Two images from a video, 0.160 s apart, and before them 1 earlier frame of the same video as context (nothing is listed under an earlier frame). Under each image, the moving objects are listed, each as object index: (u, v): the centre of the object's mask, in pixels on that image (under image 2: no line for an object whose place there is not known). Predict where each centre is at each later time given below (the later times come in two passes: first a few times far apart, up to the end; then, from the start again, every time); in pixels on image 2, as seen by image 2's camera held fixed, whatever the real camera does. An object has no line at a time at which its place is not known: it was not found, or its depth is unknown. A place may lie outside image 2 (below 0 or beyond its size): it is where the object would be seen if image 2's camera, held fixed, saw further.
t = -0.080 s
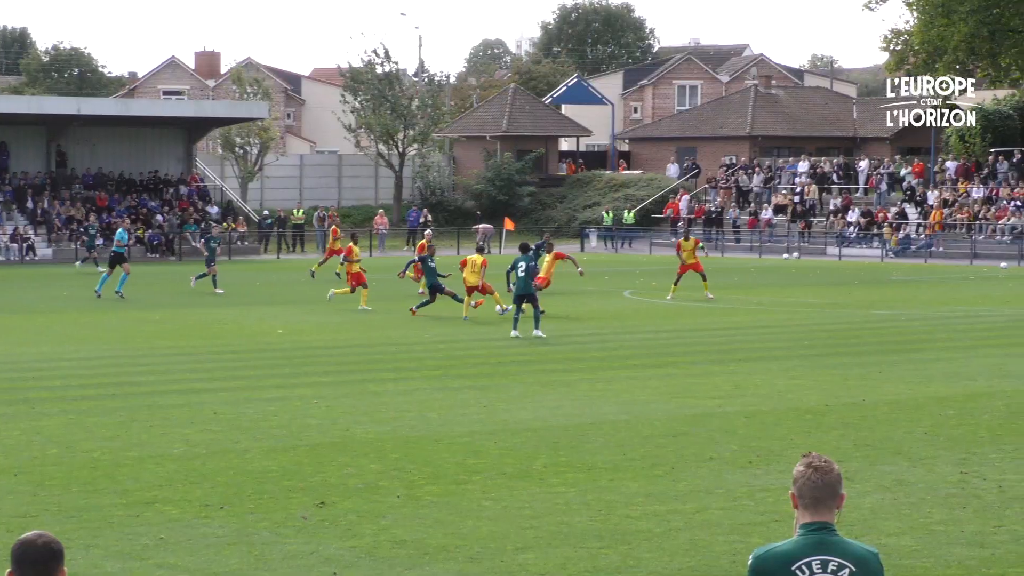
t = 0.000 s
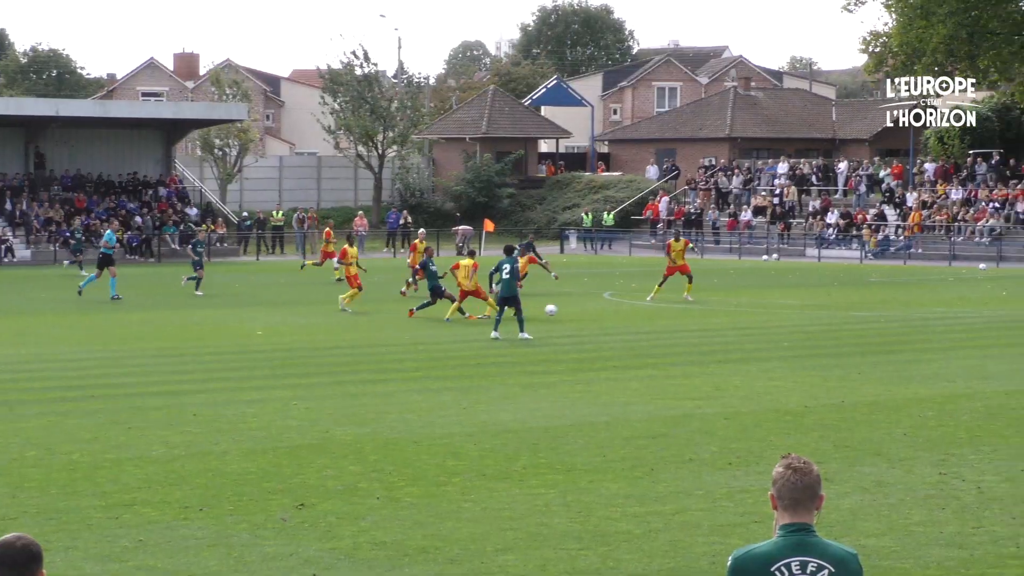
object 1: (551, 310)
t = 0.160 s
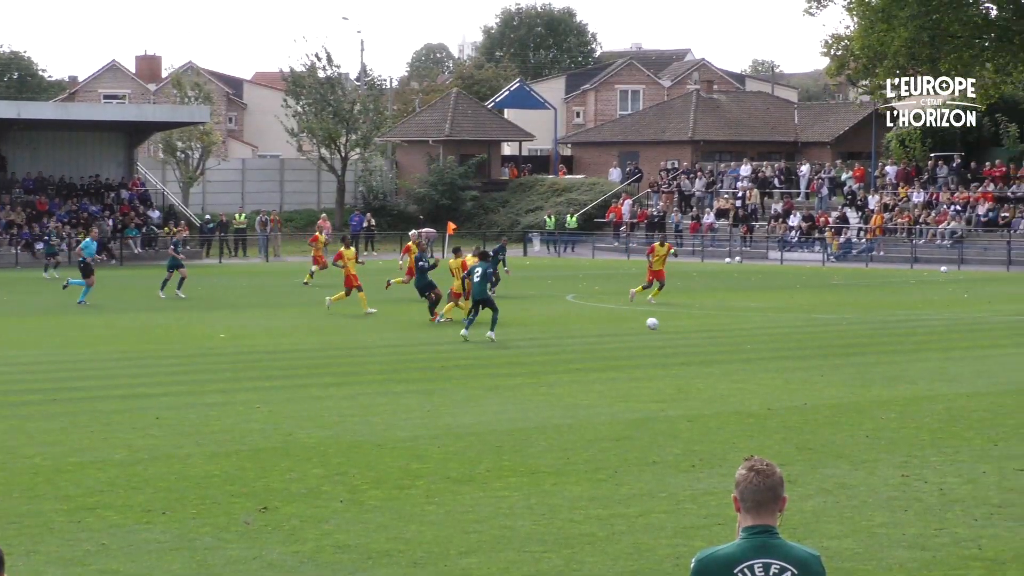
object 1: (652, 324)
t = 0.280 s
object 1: (748, 325)
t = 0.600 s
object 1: (1000, 336)
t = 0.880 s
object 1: (1215, 345)
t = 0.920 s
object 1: (1246, 343)
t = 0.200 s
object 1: (685, 326)
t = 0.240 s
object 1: (717, 325)
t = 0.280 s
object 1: (748, 325)
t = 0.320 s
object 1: (781, 326)
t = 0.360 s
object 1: (813, 328)
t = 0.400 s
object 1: (846, 332)
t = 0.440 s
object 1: (877, 333)
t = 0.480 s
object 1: (908, 332)
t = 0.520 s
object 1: (938, 332)
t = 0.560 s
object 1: (970, 333)
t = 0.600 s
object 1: (1000, 336)
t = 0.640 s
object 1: (1032, 340)
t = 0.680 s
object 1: (1062, 341)
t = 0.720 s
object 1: (1092, 340)
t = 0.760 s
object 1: (1122, 341)
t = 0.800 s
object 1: (1153, 342)
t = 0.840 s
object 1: (1184, 345)
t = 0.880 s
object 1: (1215, 345)
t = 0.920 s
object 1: (1246, 343)
